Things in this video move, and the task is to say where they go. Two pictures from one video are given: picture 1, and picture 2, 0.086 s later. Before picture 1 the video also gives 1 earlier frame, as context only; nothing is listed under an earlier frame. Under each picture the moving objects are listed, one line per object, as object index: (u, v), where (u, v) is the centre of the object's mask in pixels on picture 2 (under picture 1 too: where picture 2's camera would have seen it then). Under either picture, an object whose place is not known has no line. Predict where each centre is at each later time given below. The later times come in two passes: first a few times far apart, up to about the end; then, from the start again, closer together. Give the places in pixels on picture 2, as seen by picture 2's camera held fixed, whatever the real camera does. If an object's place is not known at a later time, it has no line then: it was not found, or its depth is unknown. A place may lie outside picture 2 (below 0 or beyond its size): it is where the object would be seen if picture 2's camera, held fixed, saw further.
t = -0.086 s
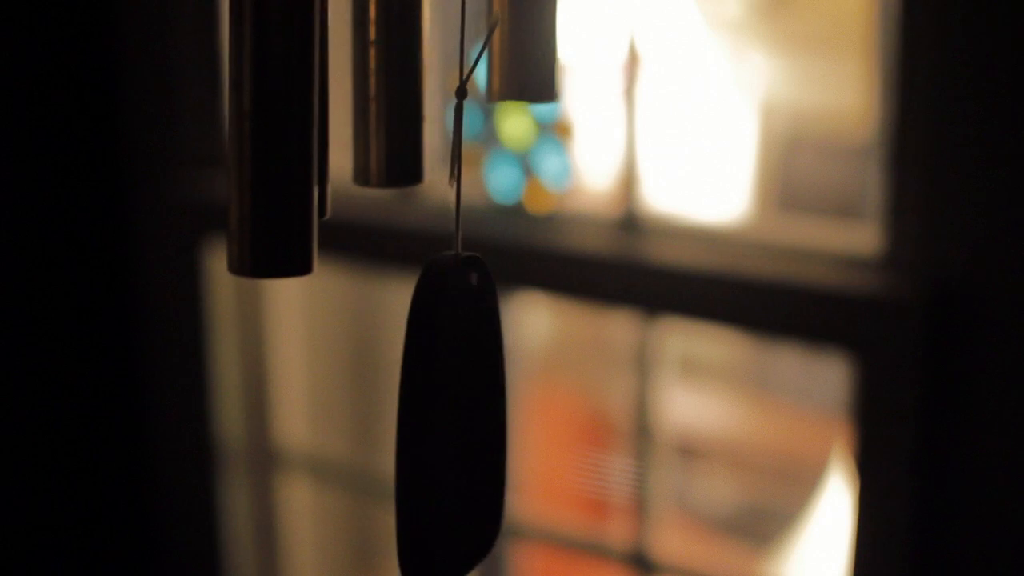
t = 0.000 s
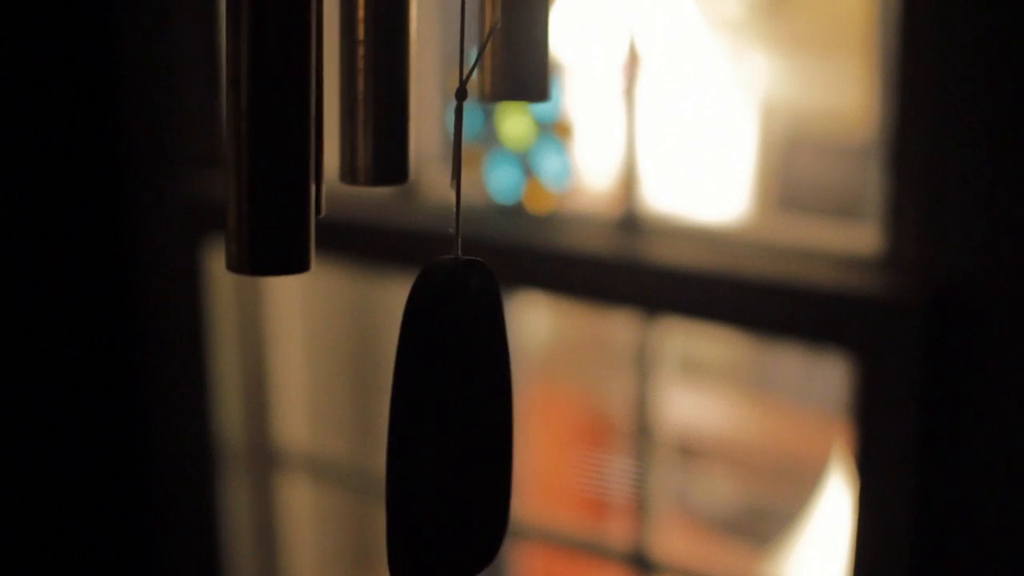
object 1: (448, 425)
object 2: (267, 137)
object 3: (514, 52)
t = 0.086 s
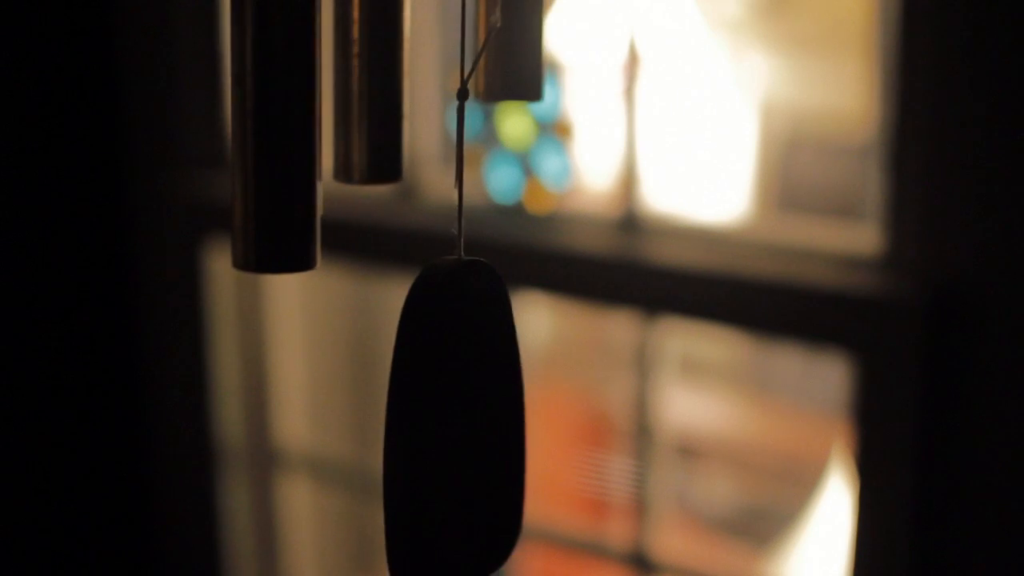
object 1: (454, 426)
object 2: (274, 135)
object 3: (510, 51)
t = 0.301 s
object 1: (474, 411)
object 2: (309, 137)
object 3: (515, 49)
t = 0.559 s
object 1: (513, 371)
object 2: (349, 138)
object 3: (545, 48)
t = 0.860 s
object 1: (537, 384)
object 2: (324, 140)
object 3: (546, 50)
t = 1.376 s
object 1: (435, 430)
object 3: (514, 62)
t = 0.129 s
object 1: (457, 427)
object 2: (279, 136)
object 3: (509, 52)
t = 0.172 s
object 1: (460, 428)
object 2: (284, 139)
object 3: (508, 54)
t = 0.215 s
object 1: (464, 423)
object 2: (291, 136)
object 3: (509, 50)
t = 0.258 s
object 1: (467, 421)
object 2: (295, 136)
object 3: (510, 51)
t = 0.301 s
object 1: (474, 411)
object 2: (309, 137)
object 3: (515, 49)
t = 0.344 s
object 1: (481, 406)
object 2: (318, 137)
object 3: (520, 50)
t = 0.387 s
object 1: (486, 395)
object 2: (326, 134)
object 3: (526, 48)
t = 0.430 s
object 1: (493, 385)
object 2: (334, 132)
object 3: (533, 45)
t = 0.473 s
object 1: (500, 379)
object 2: (341, 134)
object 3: (539, 46)
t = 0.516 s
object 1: (507, 373)
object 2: (346, 133)
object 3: (544, 46)
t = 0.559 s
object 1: (513, 371)
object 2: (349, 138)
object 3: (545, 48)
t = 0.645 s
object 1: (522, 364)
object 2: (349, 140)
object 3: (551, 49)
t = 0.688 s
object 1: (529, 366)
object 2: (341, 140)
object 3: (551, 50)
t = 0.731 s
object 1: (533, 369)
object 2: (338, 140)
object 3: (551, 50)
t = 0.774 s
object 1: (536, 376)
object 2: (334, 143)
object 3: (551, 52)
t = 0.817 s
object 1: (537, 378)
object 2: (329, 139)
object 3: (548, 49)
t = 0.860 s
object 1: (537, 384)
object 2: (324, 140)
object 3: (546, 50)
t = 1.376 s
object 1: (435, 430)
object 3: (514, 62)
